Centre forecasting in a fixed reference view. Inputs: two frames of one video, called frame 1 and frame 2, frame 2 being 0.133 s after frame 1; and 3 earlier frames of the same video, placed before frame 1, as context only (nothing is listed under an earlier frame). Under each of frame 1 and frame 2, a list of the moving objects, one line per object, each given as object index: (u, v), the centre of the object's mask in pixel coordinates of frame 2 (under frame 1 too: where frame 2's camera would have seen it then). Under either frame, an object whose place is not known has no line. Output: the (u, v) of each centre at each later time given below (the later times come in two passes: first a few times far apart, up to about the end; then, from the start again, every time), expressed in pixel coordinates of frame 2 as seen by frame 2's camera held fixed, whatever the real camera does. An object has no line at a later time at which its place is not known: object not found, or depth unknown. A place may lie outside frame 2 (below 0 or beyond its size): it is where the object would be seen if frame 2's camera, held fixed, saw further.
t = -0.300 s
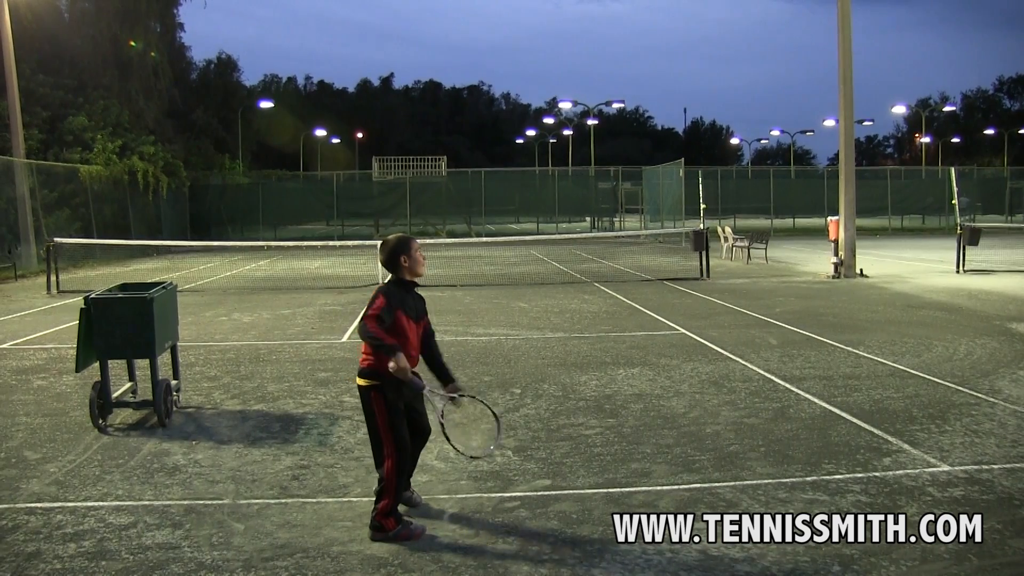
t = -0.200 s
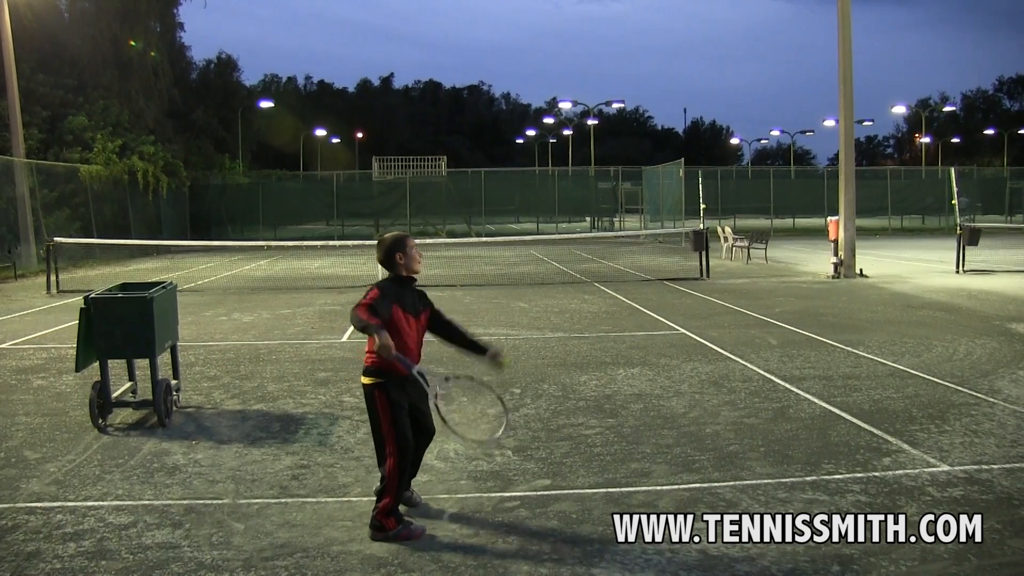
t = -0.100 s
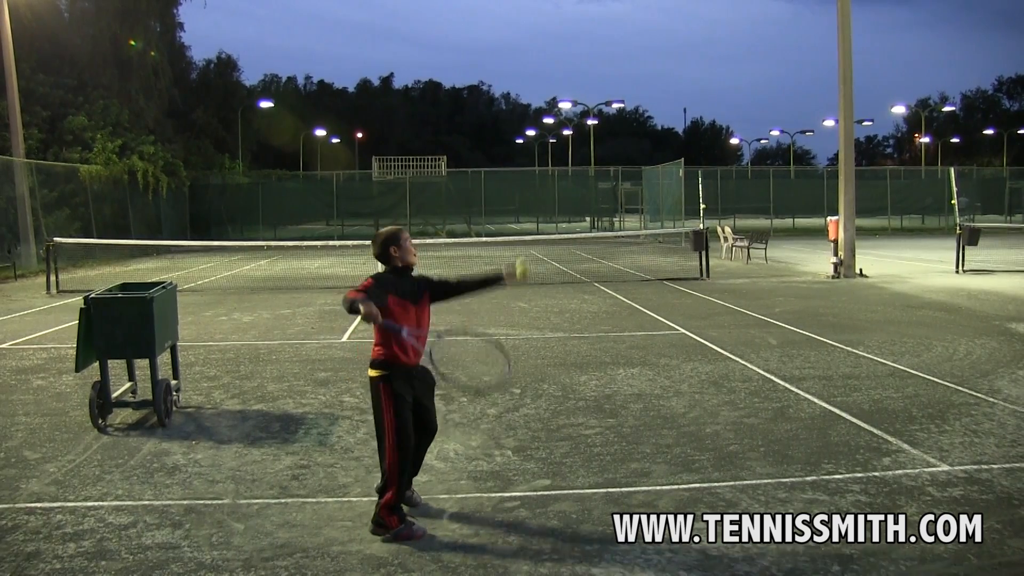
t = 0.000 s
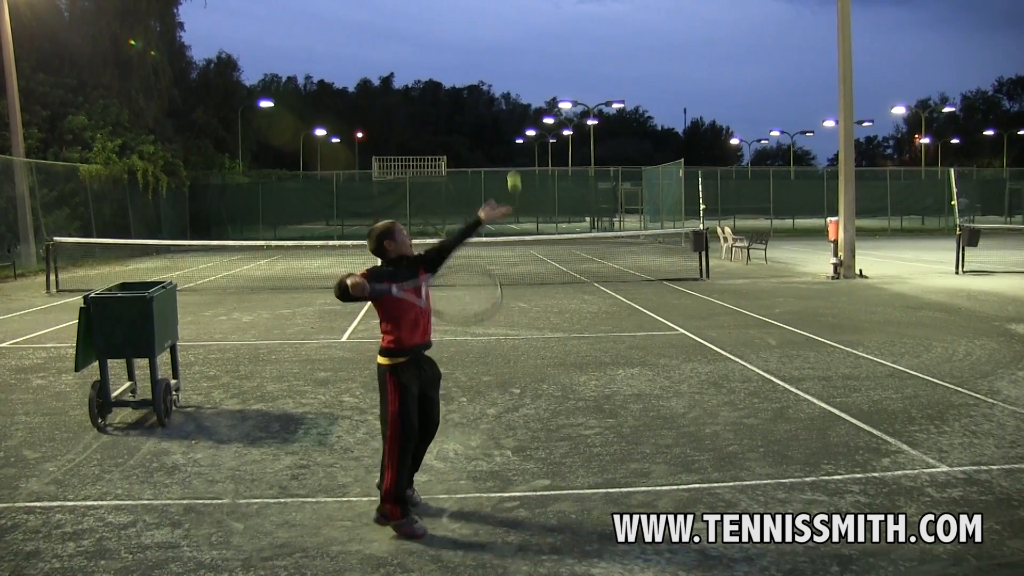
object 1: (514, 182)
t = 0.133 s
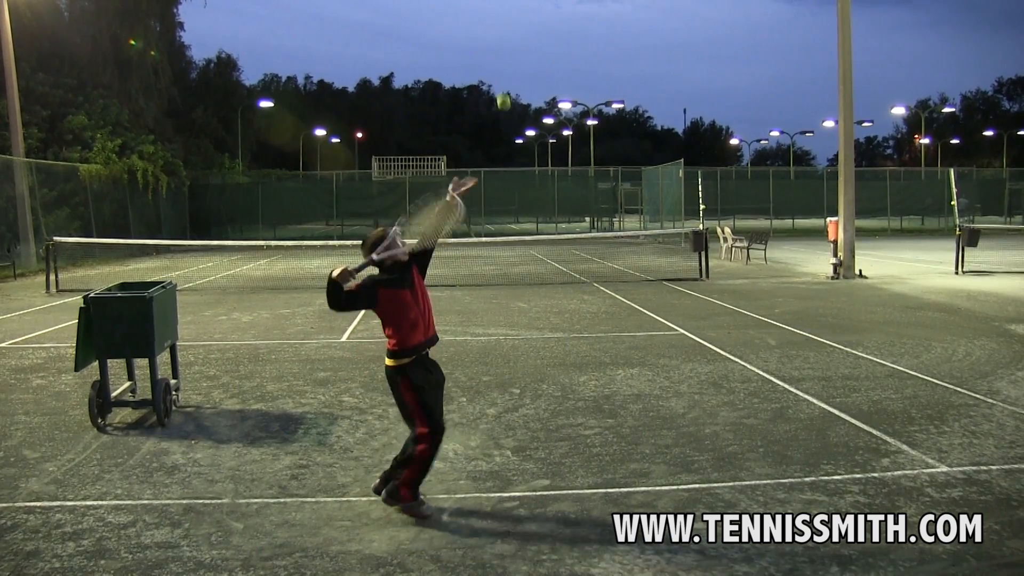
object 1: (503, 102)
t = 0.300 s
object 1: (491, 53)
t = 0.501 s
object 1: (479, 63)
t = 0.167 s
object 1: (501, 87)
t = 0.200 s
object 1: (498, 75)
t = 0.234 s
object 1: (496, 65)
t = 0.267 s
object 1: (494, 58)
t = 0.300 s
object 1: (491, 53)
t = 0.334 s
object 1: (489, 49)
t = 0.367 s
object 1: (487, 48)
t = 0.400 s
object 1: (485, 49)
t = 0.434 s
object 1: (483, 52)
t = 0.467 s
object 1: (481, 56)
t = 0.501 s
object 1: (479, 63)
